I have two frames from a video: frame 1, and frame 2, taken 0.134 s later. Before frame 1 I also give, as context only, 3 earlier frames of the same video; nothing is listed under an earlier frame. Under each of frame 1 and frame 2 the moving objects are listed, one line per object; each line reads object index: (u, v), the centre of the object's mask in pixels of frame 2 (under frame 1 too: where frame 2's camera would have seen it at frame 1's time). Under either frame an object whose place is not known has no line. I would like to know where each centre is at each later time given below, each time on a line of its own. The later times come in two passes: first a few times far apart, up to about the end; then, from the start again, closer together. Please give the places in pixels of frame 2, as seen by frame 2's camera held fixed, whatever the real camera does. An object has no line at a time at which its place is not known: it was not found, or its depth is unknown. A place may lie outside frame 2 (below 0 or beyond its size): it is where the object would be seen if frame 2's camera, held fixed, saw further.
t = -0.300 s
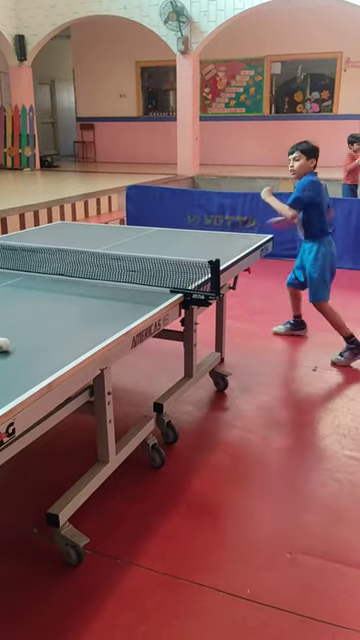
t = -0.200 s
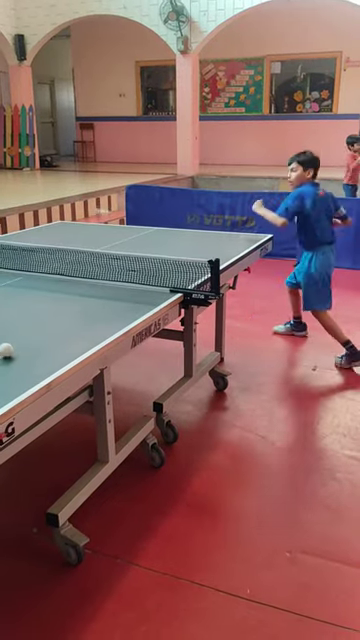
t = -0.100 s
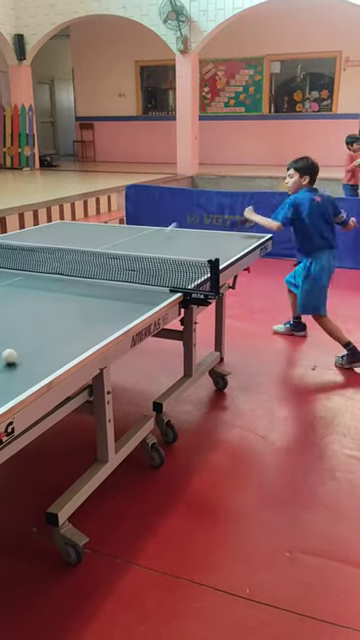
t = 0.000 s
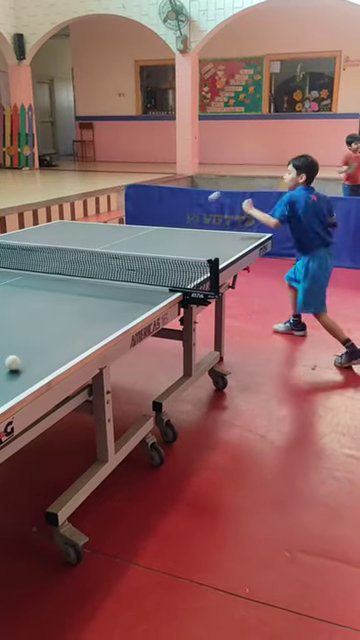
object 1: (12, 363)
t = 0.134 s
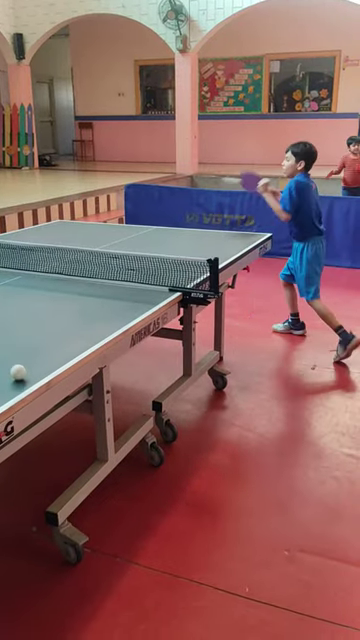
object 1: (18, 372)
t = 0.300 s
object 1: (25, 385)
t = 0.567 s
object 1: (49, 512)
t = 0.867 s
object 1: (68, 594)
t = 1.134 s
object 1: (83, 585)
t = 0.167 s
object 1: (19, 375)
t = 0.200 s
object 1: (22, 378)
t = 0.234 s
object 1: (23, 381)
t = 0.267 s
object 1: (24, 383)
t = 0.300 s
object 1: (25, 385)
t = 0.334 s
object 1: (27, 387)
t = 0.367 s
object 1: (29, 394)
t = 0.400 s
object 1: (31, 403)
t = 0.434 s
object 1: (34, 418)
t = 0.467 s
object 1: (39, 438)
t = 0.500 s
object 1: (42, 460)
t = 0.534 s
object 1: (45, 484)
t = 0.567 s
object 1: (49, 512)
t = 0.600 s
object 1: (53, 544)
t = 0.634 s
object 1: (57, 578)
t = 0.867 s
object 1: (68, 594)
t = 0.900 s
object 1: (69, 579)
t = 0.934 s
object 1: (70, 568)
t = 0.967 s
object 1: (71, 561)
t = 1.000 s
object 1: (73, 557)
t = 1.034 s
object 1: (75, 558)
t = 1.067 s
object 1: (77, 563)
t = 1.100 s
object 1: (80, 572)
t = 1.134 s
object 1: (83, 585)
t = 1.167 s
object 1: (86, 603)
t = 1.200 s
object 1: (90, 625)
